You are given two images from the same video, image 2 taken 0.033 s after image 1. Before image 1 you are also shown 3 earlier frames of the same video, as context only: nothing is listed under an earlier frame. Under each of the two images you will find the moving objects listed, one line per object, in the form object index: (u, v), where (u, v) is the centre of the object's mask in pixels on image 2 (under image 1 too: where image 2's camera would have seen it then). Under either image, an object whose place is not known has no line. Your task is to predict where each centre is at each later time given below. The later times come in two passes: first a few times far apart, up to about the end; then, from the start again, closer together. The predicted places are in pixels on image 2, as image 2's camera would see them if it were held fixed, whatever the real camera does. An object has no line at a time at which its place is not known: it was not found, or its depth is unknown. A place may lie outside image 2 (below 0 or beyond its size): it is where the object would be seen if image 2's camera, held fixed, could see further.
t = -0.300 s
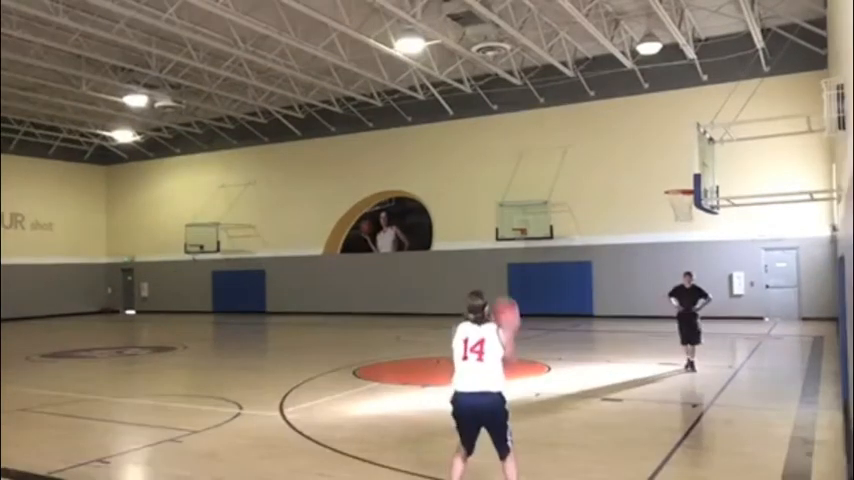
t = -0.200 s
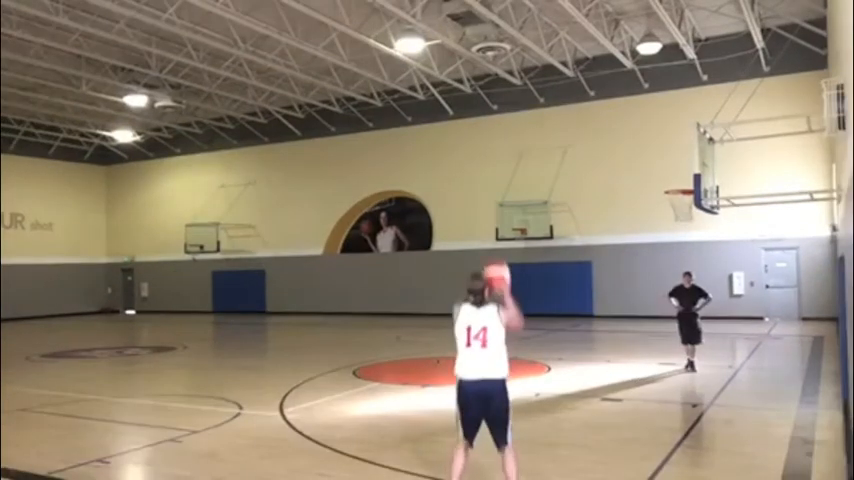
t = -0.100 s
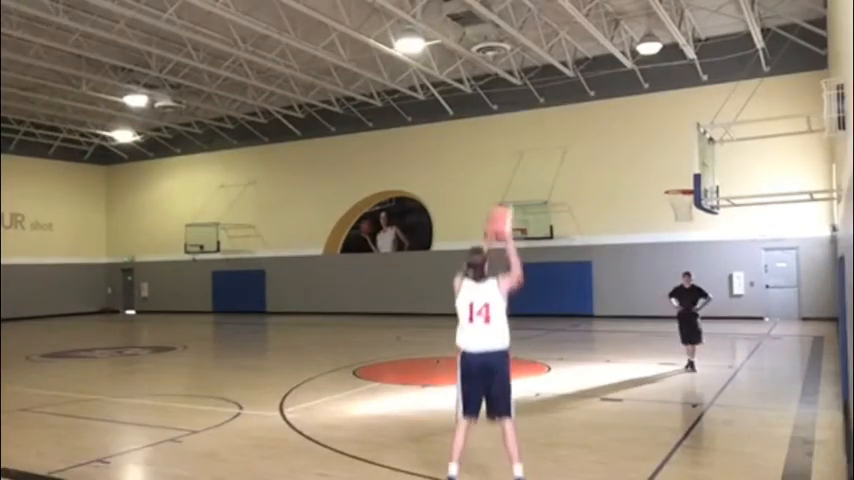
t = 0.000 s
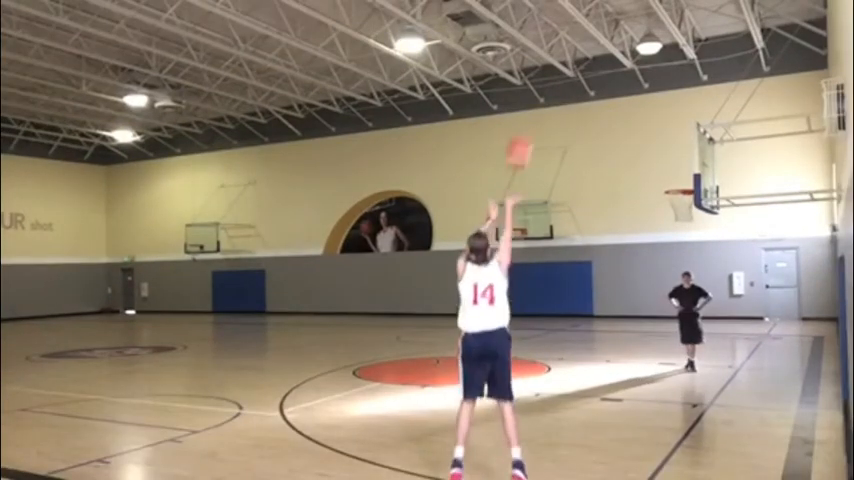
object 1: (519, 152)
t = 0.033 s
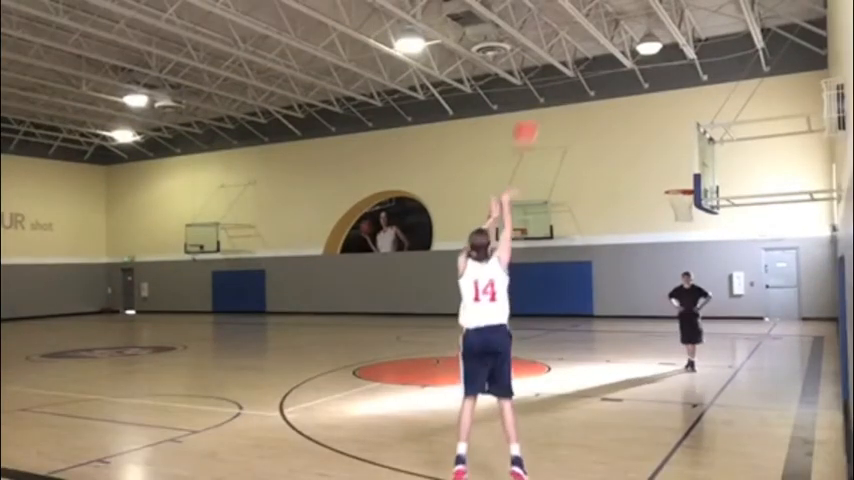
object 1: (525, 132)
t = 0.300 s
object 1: (573, 33)
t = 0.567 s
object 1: (610, 13)
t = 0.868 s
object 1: (642, 57)
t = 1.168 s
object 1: (671, 143)
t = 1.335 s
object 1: (685, 207)
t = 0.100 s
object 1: (539, 96)
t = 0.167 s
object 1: (550, 71)
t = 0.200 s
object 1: (556, 59)
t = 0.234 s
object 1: (562, 49)
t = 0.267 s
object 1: (568, 39)
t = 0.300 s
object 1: (573, 33)
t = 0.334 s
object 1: (578, 27)
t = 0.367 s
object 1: (582, 22)
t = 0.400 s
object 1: (587, 18)
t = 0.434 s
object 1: (592, 16)
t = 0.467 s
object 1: (596, 13)
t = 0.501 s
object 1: (600, 11)
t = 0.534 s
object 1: (604, 12)
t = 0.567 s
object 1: (610, 13)
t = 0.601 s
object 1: (614, 15)
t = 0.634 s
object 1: (618, 16)
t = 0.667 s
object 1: (622, 19)
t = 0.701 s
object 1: (626, 24)
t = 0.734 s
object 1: (631, 30)
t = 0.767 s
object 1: (634, 33)
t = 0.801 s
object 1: (635, 39)
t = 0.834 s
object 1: (639, 45)
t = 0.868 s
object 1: (642, 57)
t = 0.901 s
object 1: (647, 62)
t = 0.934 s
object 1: (648, 70)
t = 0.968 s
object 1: (653, 78)
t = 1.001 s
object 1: (657, 88)
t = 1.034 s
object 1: (659, 100)
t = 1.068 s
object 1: (662, 110)
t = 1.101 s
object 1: (665, 120)
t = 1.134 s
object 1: (668, 131)
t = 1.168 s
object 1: (671, 143)
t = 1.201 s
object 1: (674, 155)
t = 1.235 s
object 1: (677, 167)
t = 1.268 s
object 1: (679, 180)
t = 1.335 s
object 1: (685, 207)
